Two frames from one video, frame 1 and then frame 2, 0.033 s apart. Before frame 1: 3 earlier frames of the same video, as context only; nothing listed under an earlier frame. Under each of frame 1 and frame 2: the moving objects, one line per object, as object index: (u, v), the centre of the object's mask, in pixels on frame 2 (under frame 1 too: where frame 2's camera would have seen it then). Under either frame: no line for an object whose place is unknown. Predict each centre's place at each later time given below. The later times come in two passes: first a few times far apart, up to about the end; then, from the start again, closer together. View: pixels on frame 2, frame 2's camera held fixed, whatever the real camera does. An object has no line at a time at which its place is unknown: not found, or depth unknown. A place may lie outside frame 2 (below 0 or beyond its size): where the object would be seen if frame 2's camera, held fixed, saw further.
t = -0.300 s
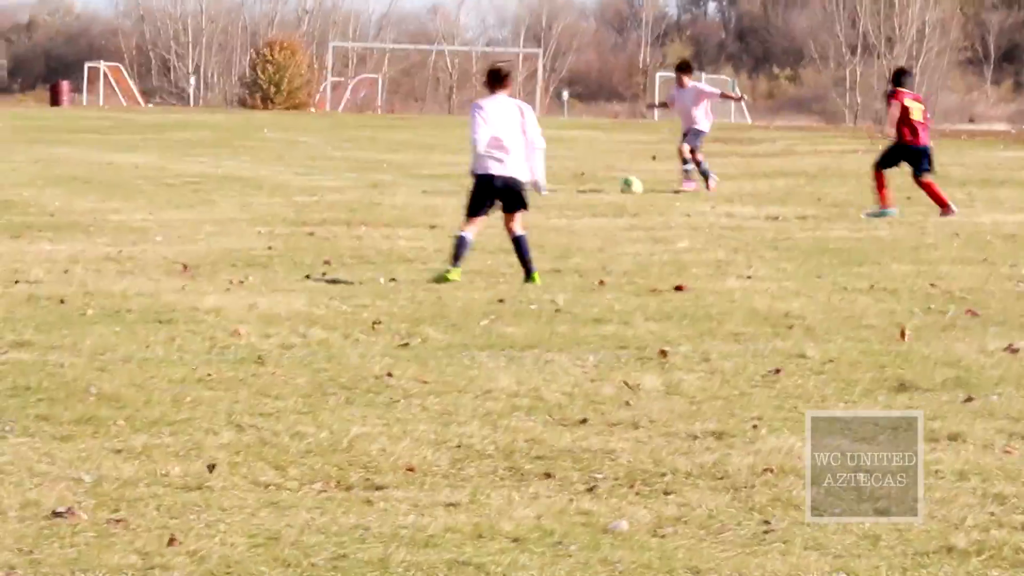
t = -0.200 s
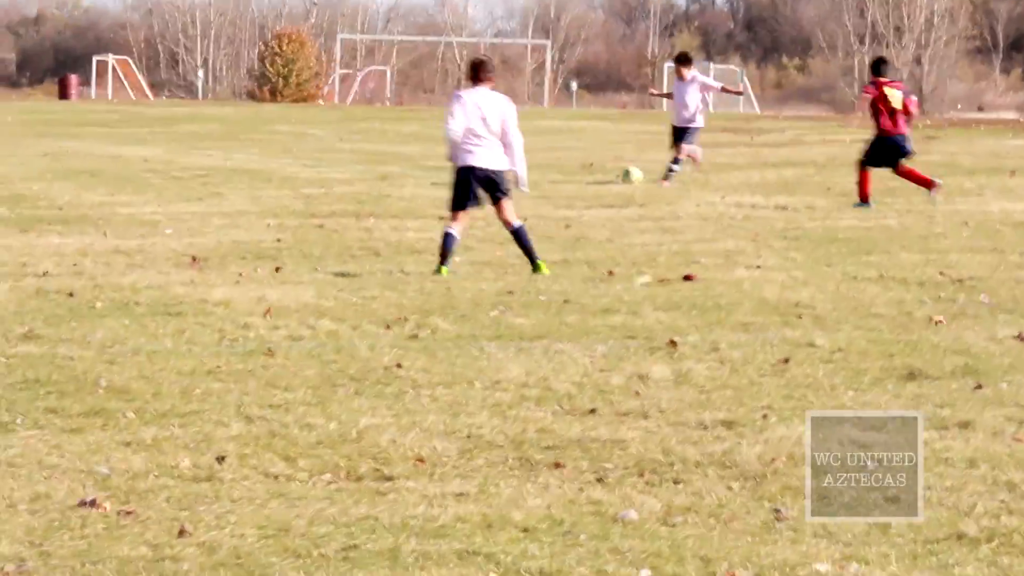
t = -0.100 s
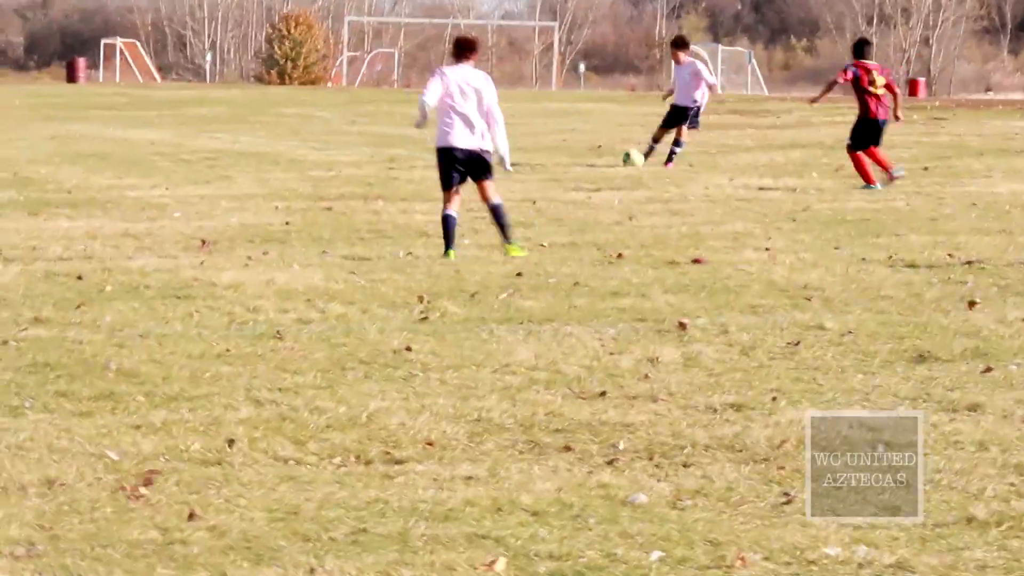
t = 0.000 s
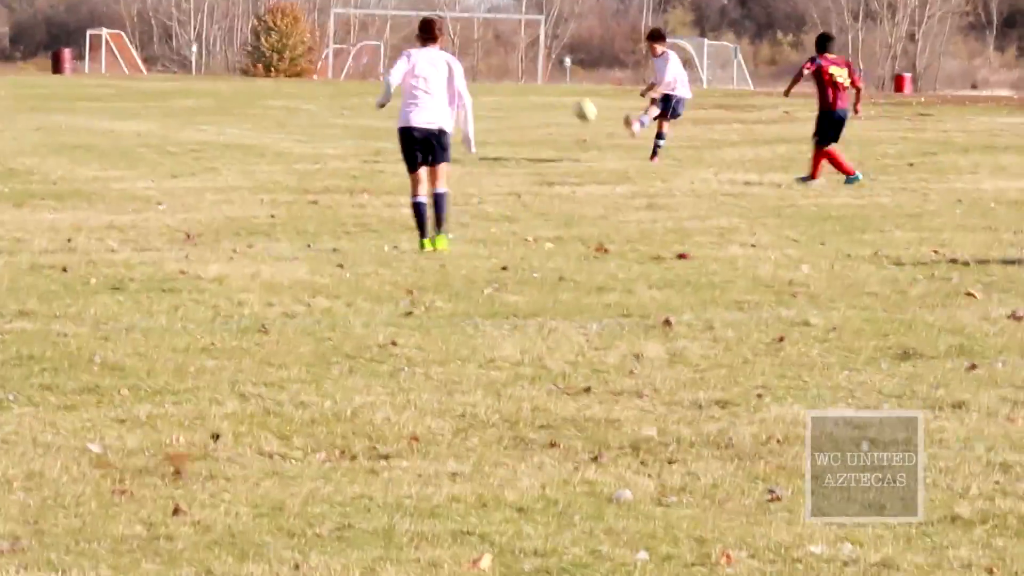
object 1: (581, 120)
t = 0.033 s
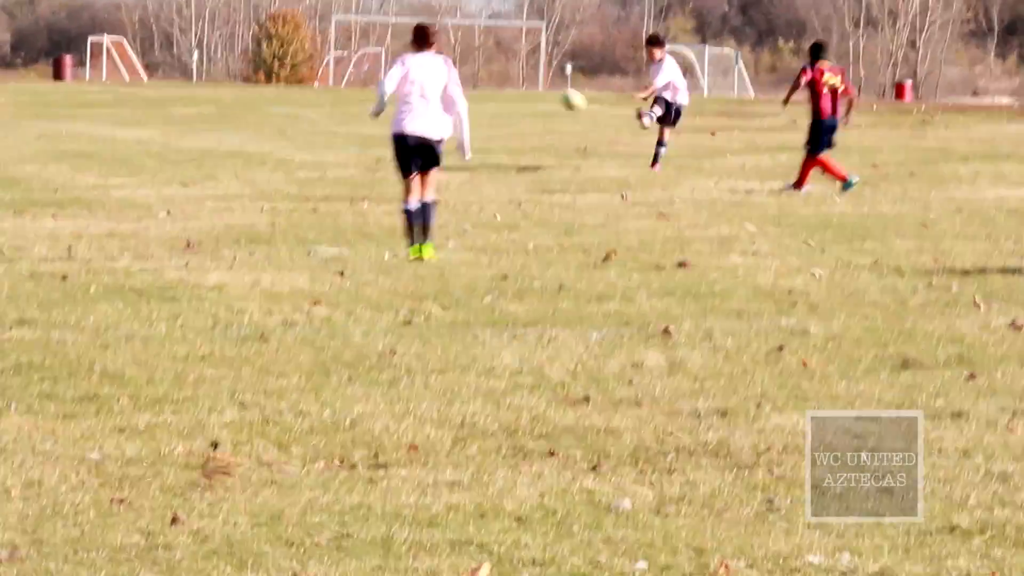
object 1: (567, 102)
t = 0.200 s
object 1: (494, 19)
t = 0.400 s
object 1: (399, -58)
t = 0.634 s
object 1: (281, -111)
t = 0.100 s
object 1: (543, 65)
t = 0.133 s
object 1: (524, 49)
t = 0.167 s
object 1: (511, 34)
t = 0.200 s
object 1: (494, 19)
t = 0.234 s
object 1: (479, 3)
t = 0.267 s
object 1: (462, -10)
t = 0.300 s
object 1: (447, -23)
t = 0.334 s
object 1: (432, -35)
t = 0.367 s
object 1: (415, -47)
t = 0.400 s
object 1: (399, -58)
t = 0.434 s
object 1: (385, -69)
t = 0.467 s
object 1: (369, -78)
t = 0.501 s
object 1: (353, -89)
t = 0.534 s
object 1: (333, -96)
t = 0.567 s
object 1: (314, -100)
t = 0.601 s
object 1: (298, -104)
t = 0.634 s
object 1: (281, -111)
